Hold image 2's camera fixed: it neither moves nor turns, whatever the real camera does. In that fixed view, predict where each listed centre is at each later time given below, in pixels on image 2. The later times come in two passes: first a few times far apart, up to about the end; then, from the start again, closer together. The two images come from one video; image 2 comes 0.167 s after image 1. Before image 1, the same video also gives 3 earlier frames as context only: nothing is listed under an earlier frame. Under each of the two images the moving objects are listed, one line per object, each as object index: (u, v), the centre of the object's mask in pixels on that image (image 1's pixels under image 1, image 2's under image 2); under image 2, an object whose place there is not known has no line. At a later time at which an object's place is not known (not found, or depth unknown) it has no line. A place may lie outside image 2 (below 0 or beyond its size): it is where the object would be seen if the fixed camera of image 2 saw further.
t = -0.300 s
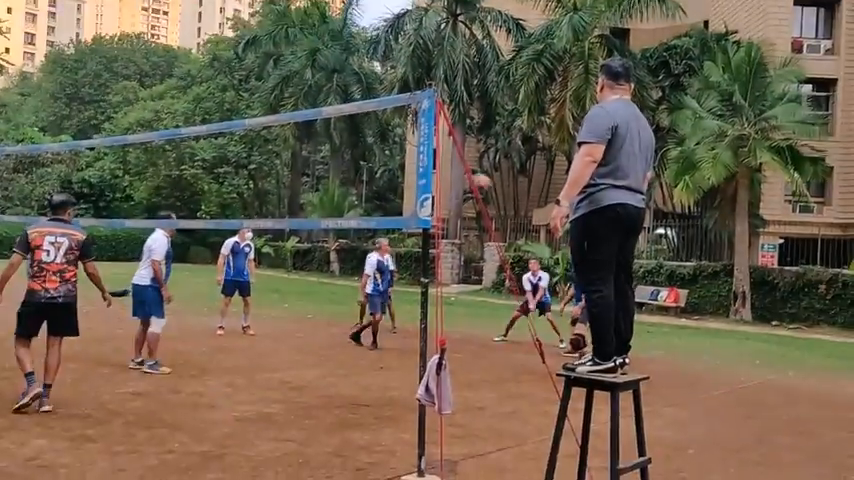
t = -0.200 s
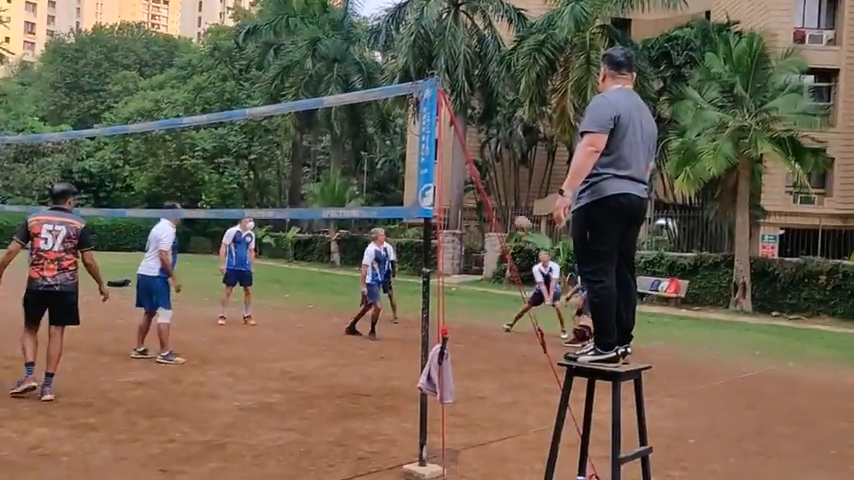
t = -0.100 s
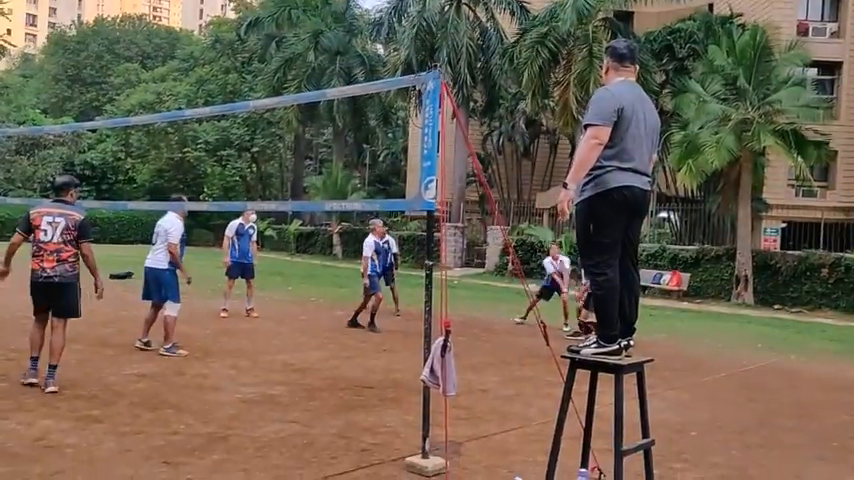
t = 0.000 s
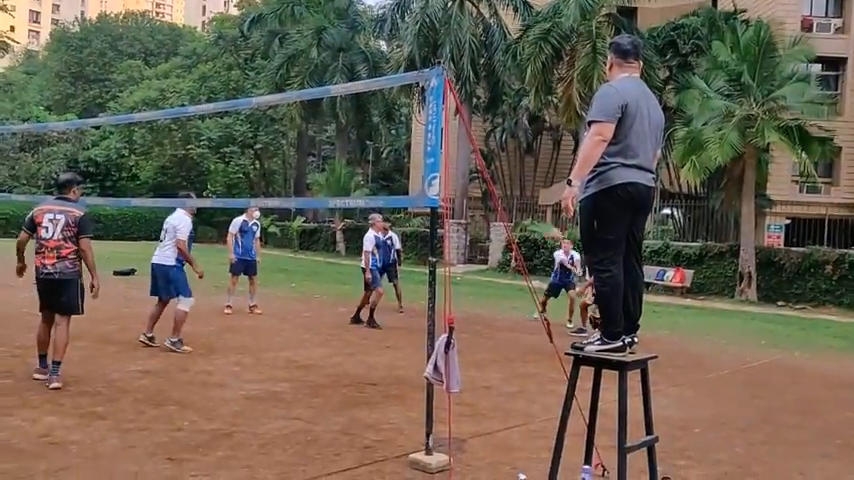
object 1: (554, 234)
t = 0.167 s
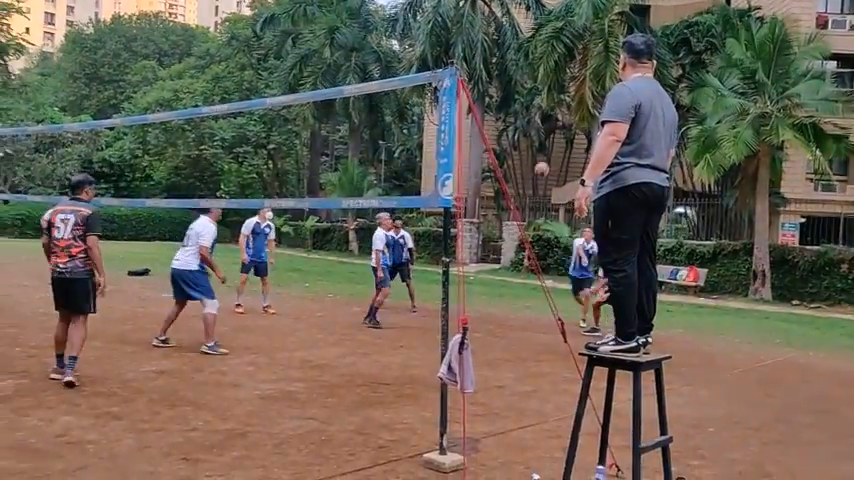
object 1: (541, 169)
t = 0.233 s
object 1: (530, 147)
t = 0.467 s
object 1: (487, 87)
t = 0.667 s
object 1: (445, 63)
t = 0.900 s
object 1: (388, 67)
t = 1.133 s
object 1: (327, 121)
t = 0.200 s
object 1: (536, 157)
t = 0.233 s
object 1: (530, 147)
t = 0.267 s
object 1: (524, 136)
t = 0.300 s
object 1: (519, 127)
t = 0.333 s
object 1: (512, 118)
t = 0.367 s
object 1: (506, 109)
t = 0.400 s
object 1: (500, 102)
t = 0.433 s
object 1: (493, 94)
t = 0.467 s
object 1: (487, 87)
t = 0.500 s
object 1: (480, 82)
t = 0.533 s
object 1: (473, 76)
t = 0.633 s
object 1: (451, 63)
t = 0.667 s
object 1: (445, 63)
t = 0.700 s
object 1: (437, 61)
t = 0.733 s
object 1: (429, 61)
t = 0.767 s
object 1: (421, 61)
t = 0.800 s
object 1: (414, 62)
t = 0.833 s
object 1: (406, 64)
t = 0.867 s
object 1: (397, 66)
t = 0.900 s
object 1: (388, 67)
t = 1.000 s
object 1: (363, 83)
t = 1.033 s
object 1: (353, 87)
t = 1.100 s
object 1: (336, 110)
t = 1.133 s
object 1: (327, 121)
